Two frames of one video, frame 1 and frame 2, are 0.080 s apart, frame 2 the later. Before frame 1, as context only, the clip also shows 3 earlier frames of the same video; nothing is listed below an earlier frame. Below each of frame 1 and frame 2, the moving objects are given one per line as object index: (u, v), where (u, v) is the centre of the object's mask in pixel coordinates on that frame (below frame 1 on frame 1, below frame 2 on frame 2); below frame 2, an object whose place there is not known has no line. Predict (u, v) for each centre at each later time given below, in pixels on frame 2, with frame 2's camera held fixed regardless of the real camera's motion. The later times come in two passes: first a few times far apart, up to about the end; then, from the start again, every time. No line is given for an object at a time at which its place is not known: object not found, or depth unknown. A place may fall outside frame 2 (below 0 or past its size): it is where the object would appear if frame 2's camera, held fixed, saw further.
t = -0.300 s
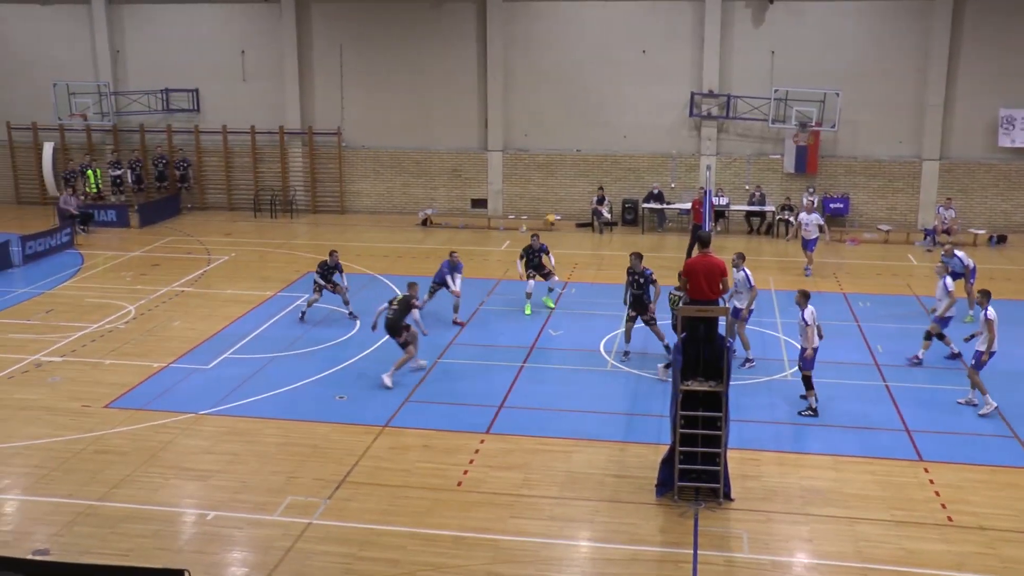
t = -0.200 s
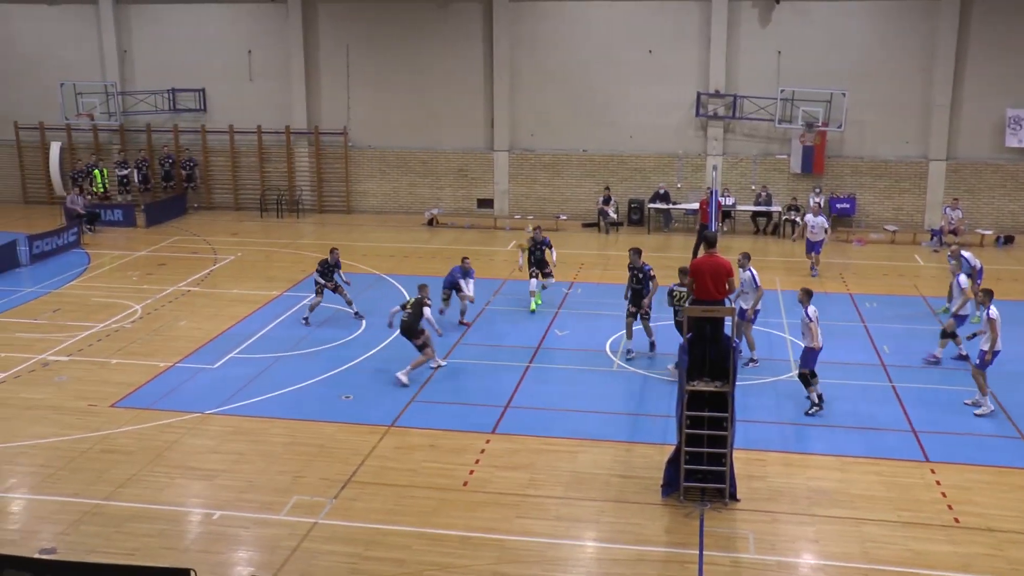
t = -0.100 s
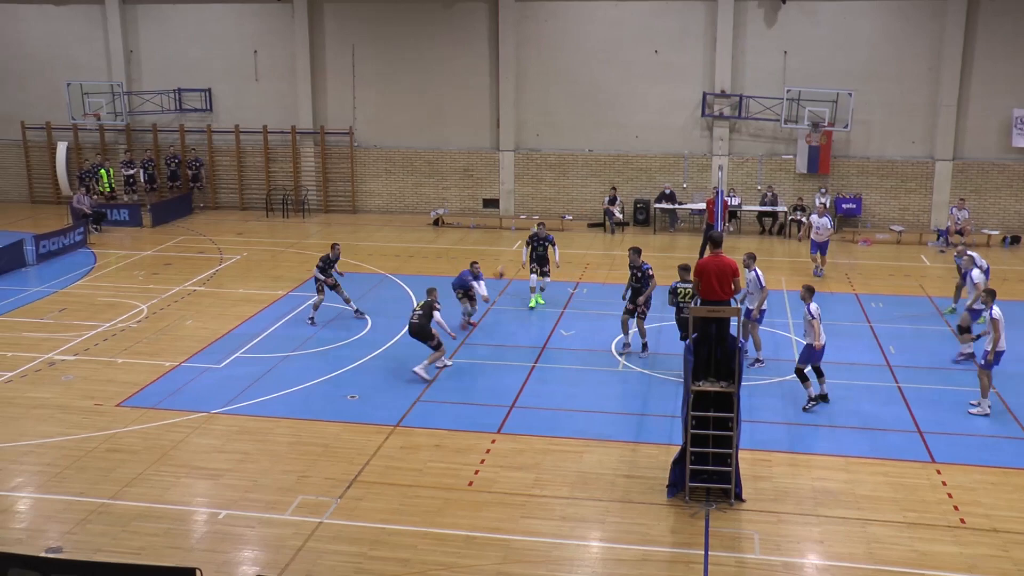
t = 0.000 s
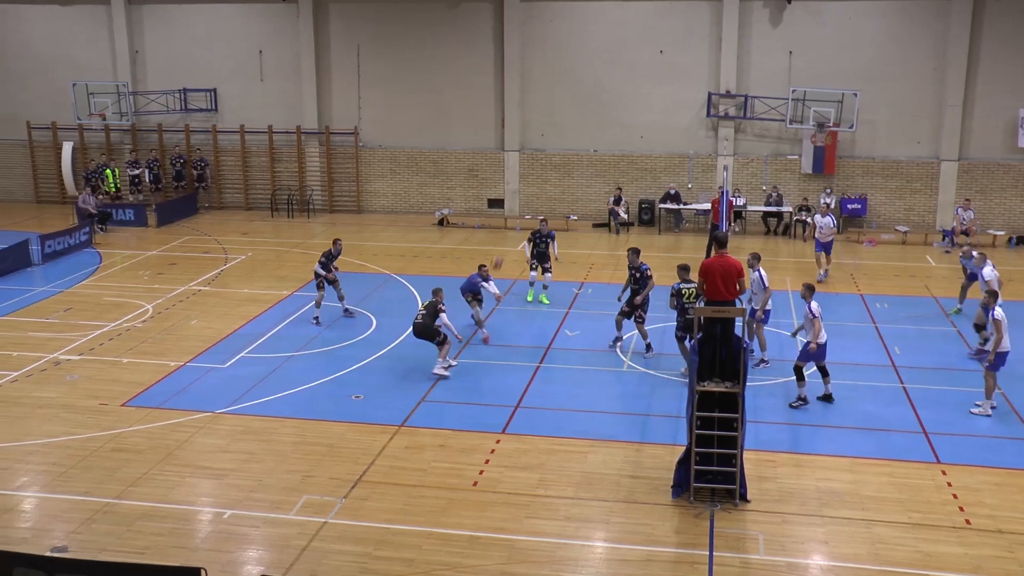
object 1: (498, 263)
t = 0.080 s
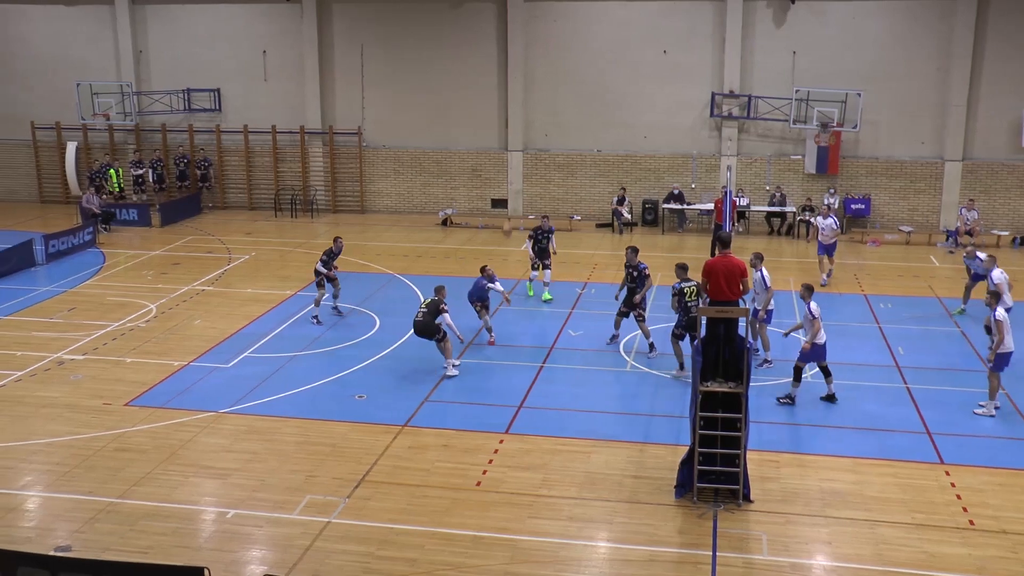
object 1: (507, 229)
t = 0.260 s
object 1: (525, 165)
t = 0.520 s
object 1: (548, 104)
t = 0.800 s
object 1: (571, 81)
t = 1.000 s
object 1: (586, 92)
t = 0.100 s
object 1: (509, 221)
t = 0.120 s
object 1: (511, 213)
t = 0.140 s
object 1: (514, 206)
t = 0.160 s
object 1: (515, 198)
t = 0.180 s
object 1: (516, 191)
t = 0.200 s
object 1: (519, 185)
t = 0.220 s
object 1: (520, 178)
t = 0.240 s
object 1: (522, 171)
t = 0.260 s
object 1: (525, 165)
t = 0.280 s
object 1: (527, 158)
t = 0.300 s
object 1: (528, 152)
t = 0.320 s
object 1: (530, 148)
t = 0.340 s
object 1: (532, 142)
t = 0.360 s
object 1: (534, 138)
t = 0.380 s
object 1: (535, 132)
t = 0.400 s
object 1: (537, 127)
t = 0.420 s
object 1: (539, 123)
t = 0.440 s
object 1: (540, 118)
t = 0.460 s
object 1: (542, 114)
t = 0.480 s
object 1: (544, 111)
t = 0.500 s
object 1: (546, 107)
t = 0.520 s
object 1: (548, 104)
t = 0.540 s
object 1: (549, 101)
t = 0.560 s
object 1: (551, 98)
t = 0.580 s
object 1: (553, 95)
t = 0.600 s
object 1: (554, 93)
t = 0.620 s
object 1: (556, 90)
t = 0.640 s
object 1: (557, 89)
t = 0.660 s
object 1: (559, 87)
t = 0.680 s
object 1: (561, 85)
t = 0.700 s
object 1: (563, 84)
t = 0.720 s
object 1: (564, 83)
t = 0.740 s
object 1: (566, 82)
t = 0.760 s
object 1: (567, 82)
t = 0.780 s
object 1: (569, 81)
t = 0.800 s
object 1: (571, 81)
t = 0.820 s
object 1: (572, 81)
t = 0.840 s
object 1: (574, 81)
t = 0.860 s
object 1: (576, 82)
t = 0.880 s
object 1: (577, 82)
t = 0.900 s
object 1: (579, 83)
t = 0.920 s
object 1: (580, 84)
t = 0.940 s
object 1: (582, 86)
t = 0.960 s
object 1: (583, 88)
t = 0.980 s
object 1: (585, 89)
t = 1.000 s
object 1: (586, 92)
